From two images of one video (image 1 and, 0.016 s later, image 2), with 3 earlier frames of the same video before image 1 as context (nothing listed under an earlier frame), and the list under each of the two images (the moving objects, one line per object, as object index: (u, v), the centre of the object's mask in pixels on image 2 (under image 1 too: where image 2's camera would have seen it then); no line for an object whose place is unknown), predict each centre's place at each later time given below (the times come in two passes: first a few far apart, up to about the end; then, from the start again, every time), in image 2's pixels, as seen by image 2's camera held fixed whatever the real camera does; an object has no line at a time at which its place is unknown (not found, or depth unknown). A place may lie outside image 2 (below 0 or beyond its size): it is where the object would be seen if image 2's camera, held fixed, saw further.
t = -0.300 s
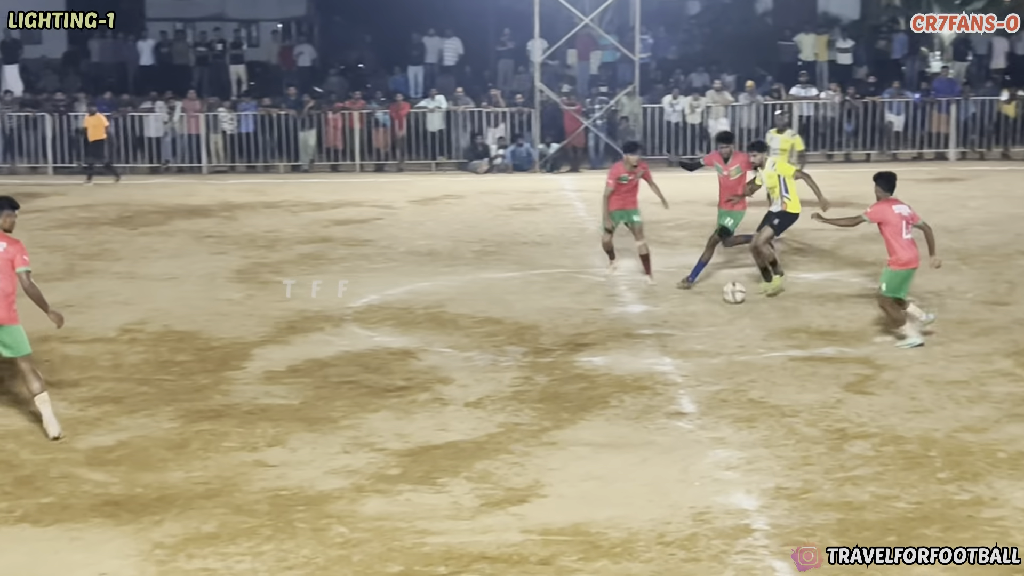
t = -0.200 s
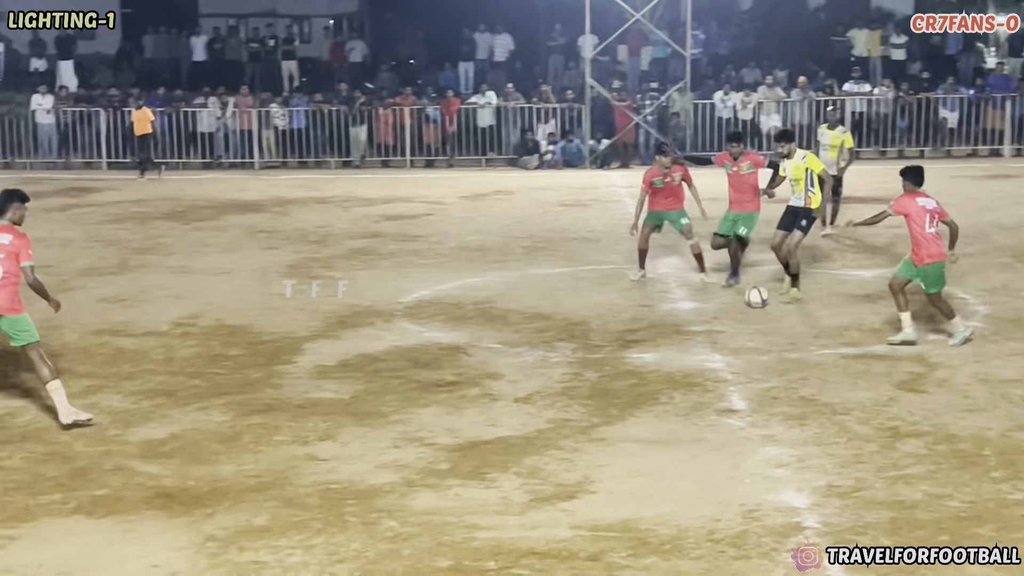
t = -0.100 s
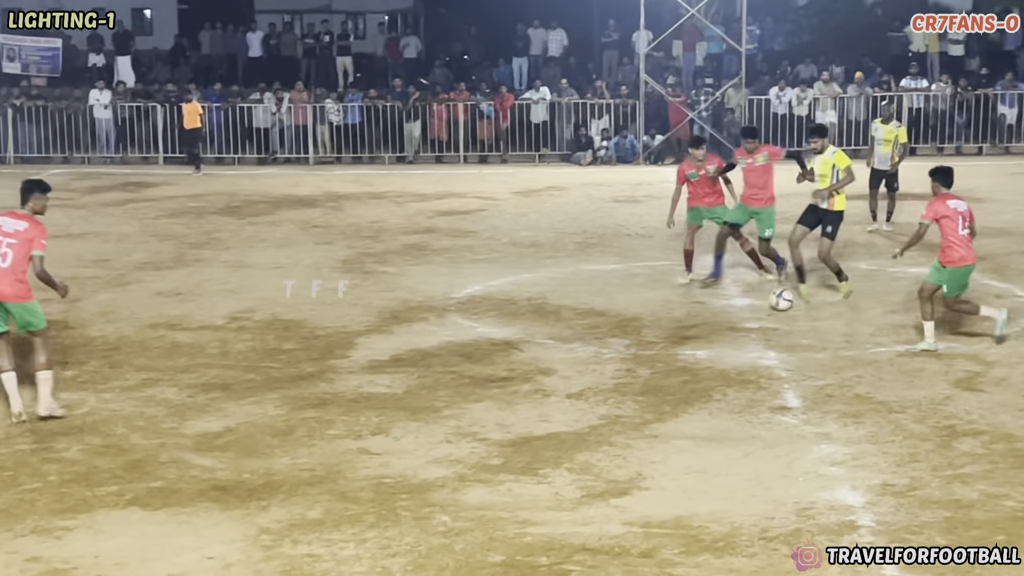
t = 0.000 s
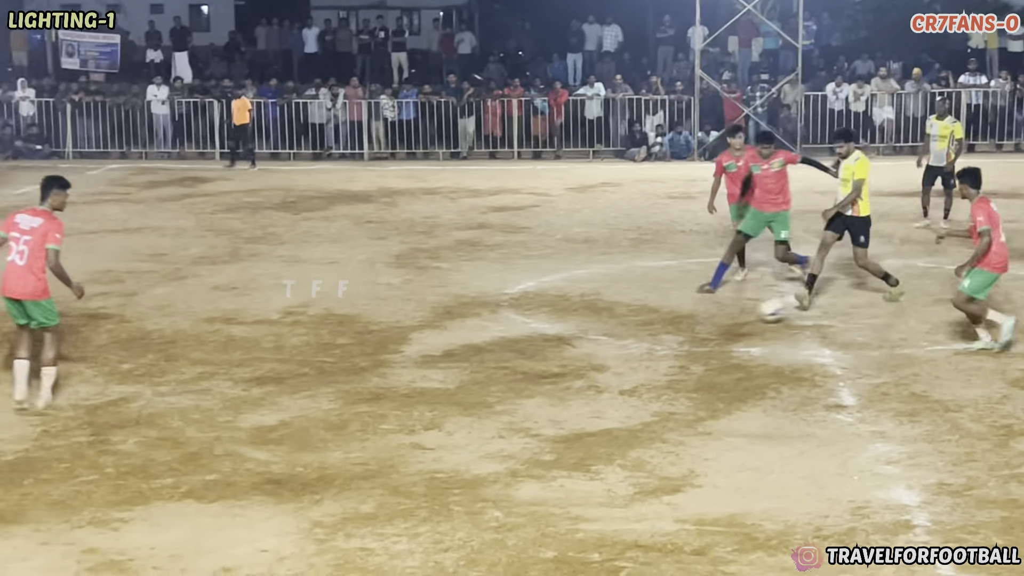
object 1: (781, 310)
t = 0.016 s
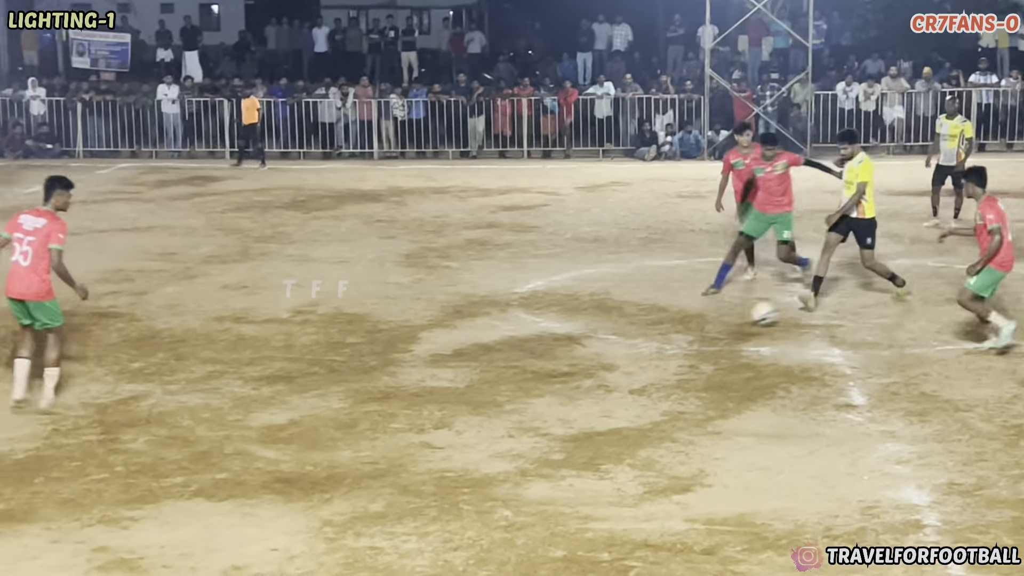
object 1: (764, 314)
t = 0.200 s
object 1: (579, 350)
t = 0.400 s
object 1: (347, 395)
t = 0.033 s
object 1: (749, 319)
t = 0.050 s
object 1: (732, 323)
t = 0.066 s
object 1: (715, 327)
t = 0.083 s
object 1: (699, 332)
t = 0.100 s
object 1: (684, 333)
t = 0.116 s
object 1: (667, 336)
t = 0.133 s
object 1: (651, 338)
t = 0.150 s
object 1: (633, 340)
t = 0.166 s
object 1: (615, 343)
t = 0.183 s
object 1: (597, 346)
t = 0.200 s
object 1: (579, 350)
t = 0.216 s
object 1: (561, 354)
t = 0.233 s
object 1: (543, 359)
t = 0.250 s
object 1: (525, 364)
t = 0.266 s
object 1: (505, 369)
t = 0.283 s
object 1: (485, 375)
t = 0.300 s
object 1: (465, 381)
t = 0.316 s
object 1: (442, 388)
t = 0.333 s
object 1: (421, 391)
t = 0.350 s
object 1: (404, 392)
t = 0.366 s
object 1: (385, 395)
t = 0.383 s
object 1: (365, 394)
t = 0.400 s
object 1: (347, 395)
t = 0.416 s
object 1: (326, 397)
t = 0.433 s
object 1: (303, 399)
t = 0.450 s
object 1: (284, 403)
